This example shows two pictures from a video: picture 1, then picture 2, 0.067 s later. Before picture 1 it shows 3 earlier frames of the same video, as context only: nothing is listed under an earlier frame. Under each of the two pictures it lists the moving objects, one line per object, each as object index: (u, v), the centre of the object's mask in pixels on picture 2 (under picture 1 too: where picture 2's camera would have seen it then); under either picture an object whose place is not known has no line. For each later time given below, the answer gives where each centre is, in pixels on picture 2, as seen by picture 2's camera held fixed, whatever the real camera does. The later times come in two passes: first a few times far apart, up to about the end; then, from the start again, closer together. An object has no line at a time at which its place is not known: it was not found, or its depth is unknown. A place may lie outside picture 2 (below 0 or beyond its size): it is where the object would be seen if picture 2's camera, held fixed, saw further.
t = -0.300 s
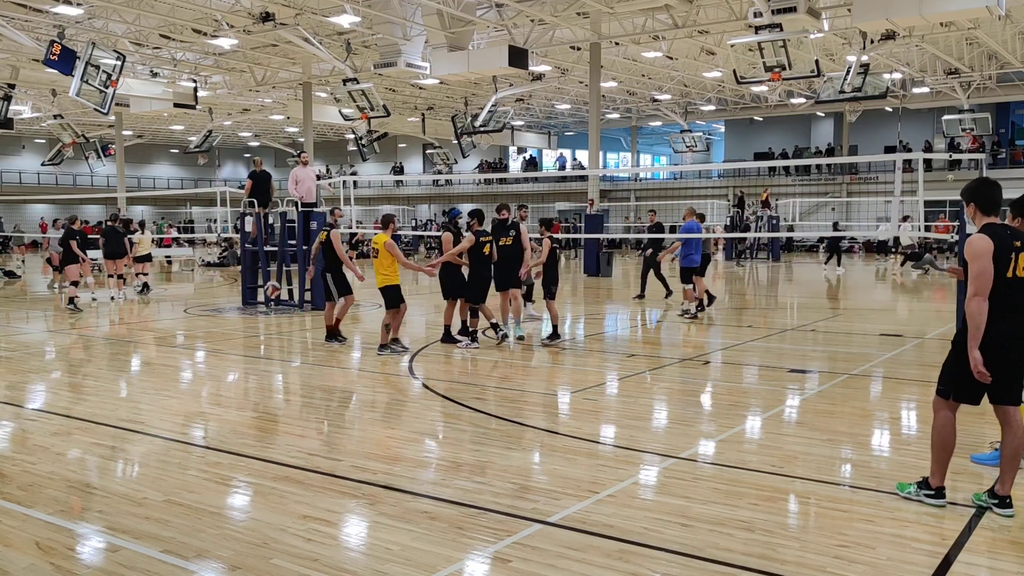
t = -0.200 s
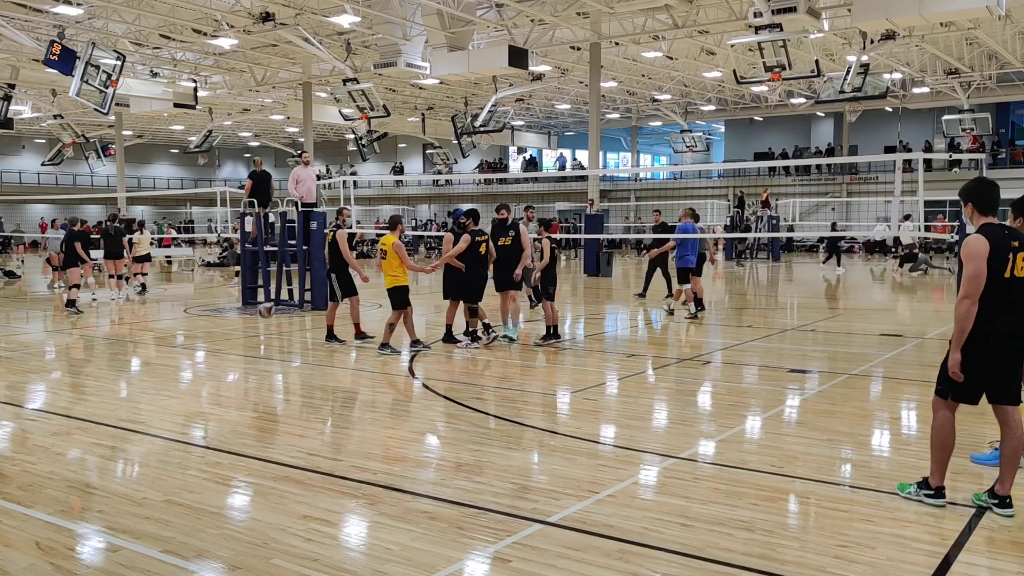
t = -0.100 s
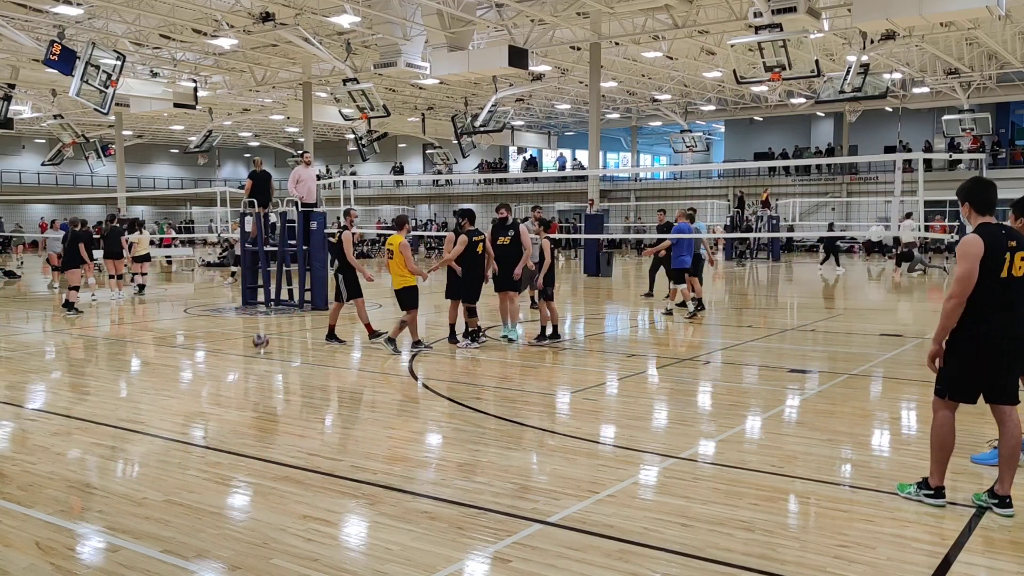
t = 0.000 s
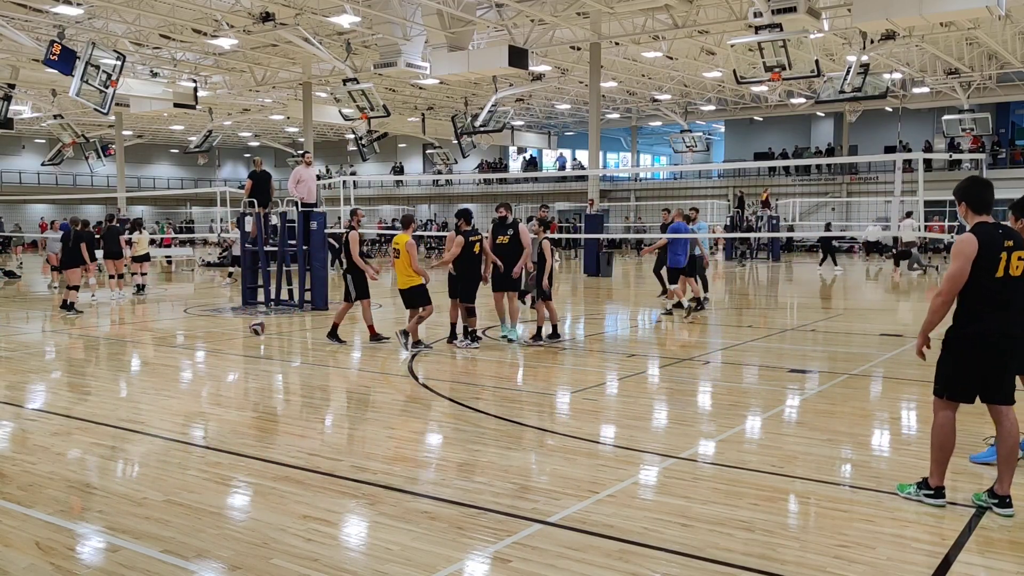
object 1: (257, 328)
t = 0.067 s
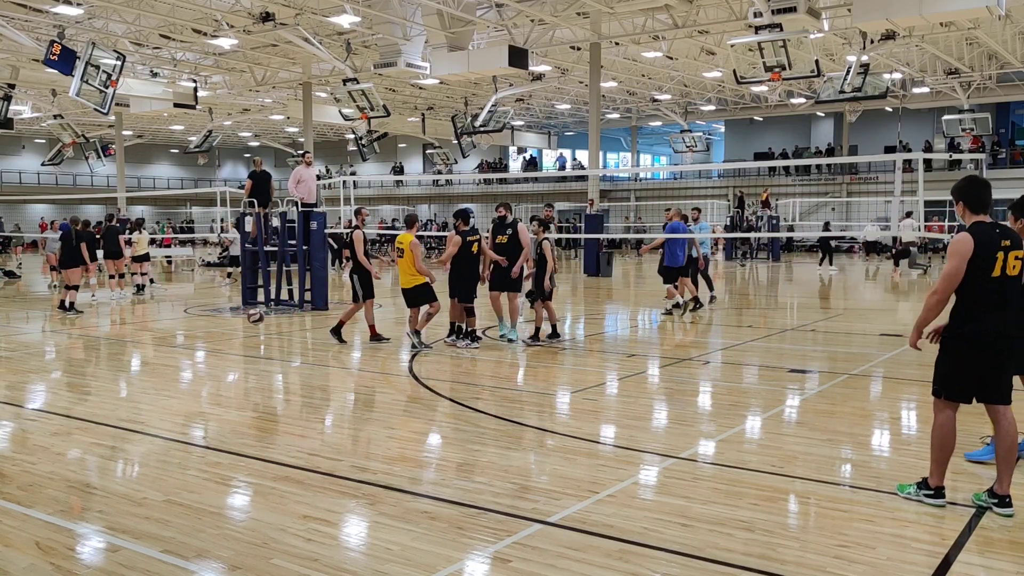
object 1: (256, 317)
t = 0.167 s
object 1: (253, 307)
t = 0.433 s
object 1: (248, 317)
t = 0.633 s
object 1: (245, 352)
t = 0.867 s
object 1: (237, 329)
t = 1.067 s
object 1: (230, 346)
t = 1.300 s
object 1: (222, 349)
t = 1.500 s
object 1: (215, 354)
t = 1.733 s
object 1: (207, 364)
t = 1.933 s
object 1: (200, 372)
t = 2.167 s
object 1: (191, 376)
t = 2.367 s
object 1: (183, 389)
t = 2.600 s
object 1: (172, 399)
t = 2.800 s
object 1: (162, 402)
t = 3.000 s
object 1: (151, 408)
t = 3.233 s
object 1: (138, 414)
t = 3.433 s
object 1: (127, 420)
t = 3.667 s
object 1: (112, 429)
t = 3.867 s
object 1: (99, 438)
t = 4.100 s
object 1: (82, 447)
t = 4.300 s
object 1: (67, 455)
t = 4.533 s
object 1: (43, 466)
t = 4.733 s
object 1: (24, 476)
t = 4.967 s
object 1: (9, 486)
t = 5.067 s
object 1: (4, 490)
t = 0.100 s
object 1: (255, 313)
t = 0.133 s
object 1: (254, 309)
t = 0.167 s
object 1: (253, 307)
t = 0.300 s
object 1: (251, 305)
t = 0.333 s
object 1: (251, 307)
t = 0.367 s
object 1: (249, 309)
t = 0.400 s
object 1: (249, 312)
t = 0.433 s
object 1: (248, 317)
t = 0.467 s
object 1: (248, 323)
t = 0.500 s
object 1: (247, 329)
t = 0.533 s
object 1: (247, 336)
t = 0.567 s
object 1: (247, 345)
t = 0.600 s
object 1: (246, 355)
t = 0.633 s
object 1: (245, 352)
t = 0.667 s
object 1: (244, 346)
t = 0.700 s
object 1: (242, 340)
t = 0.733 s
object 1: (241, 336)
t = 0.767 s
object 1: (240, 333)
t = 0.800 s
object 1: (239, 331)
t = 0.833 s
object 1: (238, 329)
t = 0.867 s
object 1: (237, 329)
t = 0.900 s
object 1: (235, 330)
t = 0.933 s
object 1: (235, 331)
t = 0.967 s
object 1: (233, 333)
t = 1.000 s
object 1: (232, 337)
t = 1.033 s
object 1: (231, 341)
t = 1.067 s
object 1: (230, 346)
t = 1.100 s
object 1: (229, 353)
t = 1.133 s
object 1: (228, 360)
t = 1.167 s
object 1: (227, 366)
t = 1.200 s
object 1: (226, 360)
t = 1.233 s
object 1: (225, 355)
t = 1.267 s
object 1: (224, 352)
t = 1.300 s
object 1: (222, 349)
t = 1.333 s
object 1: (221, 348)
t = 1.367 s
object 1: (220, 347)
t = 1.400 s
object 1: (219, 348)
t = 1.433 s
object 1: (218, 349)
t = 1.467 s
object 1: (216, 351)
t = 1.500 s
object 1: (215, 354)
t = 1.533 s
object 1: (214, 359)
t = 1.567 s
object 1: (213, 365)
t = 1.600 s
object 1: (212, 372)
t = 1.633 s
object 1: (211, 375)
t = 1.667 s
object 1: (210, 370)
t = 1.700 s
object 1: (208, 367)
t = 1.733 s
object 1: (207, 364)
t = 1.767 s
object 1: (205, 362)
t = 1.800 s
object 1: (205, 362)
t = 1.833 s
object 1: (203, 362)
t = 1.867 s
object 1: (202, 365)
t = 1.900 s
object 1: (201, 368)
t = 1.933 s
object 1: (200, 372)
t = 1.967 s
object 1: (199, 377)
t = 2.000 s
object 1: (198, 384)
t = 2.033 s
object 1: (197, 381)
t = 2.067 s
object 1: (195, 378)
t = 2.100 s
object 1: (194, 376)
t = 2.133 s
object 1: (192, 375)
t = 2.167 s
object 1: (191, 376)
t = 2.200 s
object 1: (190, 377)
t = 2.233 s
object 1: (188, 379)
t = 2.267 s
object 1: (187, 383)
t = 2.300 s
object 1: (186, 388)
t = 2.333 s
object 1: (185, 392)
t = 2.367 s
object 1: (183, 389)
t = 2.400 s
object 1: (181, 387)
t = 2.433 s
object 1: (180, 386)
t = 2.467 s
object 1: (178, 386)
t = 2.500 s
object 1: (177, 388)
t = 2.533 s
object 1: (175, 391)
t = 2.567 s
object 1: (173, 395)
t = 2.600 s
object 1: (172, 399)
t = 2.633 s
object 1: (170, 396)
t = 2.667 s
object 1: (169, 395)
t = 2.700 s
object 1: (167, 395)
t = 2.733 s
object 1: (165, 396)
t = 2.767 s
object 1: (163, 398)
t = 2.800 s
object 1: (162, 402)
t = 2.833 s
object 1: (160, 404)
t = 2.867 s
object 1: (158, 402)
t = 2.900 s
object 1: (156, 402)
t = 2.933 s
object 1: (154, 403)
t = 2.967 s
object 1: (153, 405)
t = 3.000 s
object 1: (151, 408)
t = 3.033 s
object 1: (149, 410)
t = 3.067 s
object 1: (147, 409)
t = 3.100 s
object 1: (146, 409)
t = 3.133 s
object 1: (144, 410)
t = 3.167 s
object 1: (142, 413)
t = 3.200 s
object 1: (140, 416)
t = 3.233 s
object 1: (138, 414)
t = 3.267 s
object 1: (137, 414)
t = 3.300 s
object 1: (135, 416)
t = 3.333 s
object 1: (133, 419)
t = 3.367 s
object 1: (131, 420)
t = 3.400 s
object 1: (129, 419)
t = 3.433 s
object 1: (127, 420)
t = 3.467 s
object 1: (125, 424)
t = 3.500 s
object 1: (123, 425)
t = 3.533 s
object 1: (120, 425)
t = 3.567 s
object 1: (118, 426)
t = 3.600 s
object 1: (116, 429)
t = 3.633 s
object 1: (114, 429)
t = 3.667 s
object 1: (112, 429)
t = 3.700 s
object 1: (110, 432)
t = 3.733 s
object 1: (108, 432)
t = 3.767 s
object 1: (106, 433)
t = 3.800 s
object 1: (104, 435)
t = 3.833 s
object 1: (101, 436)
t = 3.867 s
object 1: (99, 438)
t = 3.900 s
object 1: (97, 439)
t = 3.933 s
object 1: (94, 440)
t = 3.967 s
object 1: (92, 441)
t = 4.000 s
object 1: (89, 442)
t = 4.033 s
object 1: (87, 444)
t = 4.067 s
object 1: (85, 445)
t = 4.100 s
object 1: (82, 447)
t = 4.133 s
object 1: (79, 448)
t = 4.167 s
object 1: (77, 450)
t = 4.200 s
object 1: (74, 451)
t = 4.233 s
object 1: (72, 452)
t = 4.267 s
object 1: (69, 453)
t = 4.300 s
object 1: (67, 455)
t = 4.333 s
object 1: (63, 456)
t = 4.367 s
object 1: (61, 458)
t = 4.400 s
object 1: (58, 459)
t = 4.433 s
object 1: (55, 460)
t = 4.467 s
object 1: (52, 462)
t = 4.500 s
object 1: (46, 465)
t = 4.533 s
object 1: (43, 466)
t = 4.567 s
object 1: (40, 468)
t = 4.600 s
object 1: (37, 470)
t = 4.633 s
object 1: (34, 471)
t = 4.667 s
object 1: (31, 473)
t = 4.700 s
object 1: (27, 474)
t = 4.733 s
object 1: (24, 476)
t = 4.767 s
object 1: (21, 477)
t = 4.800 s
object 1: (18, 479)
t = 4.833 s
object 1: (16, 481)
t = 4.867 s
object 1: (14, 482)
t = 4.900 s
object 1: (12, 484)
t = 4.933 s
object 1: (10, 485)
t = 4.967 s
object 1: (9, 486)
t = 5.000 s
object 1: (7, 488)
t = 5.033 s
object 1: (6, 489)
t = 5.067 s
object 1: (4, 490)
